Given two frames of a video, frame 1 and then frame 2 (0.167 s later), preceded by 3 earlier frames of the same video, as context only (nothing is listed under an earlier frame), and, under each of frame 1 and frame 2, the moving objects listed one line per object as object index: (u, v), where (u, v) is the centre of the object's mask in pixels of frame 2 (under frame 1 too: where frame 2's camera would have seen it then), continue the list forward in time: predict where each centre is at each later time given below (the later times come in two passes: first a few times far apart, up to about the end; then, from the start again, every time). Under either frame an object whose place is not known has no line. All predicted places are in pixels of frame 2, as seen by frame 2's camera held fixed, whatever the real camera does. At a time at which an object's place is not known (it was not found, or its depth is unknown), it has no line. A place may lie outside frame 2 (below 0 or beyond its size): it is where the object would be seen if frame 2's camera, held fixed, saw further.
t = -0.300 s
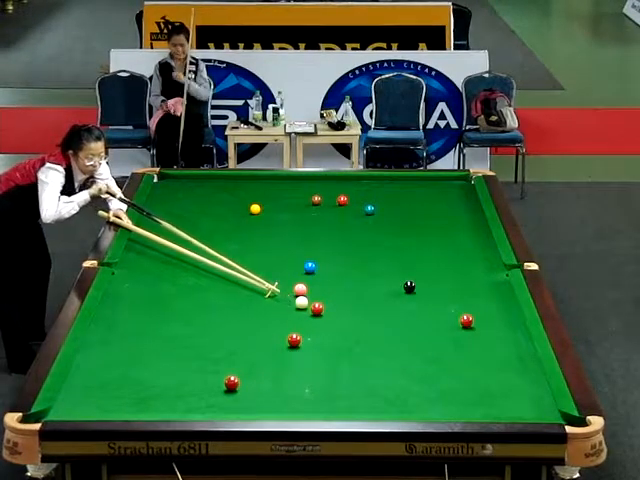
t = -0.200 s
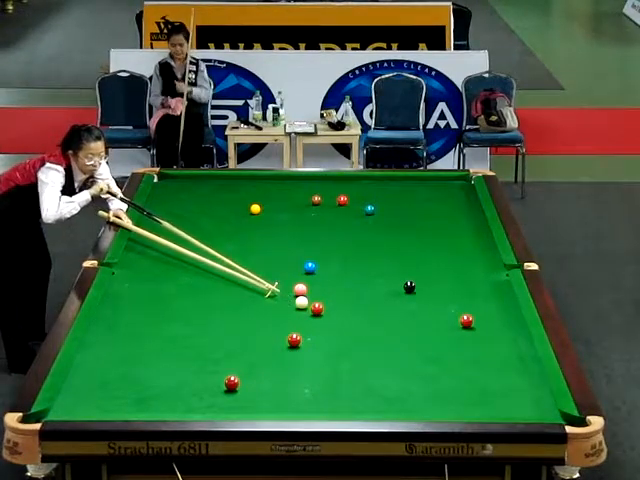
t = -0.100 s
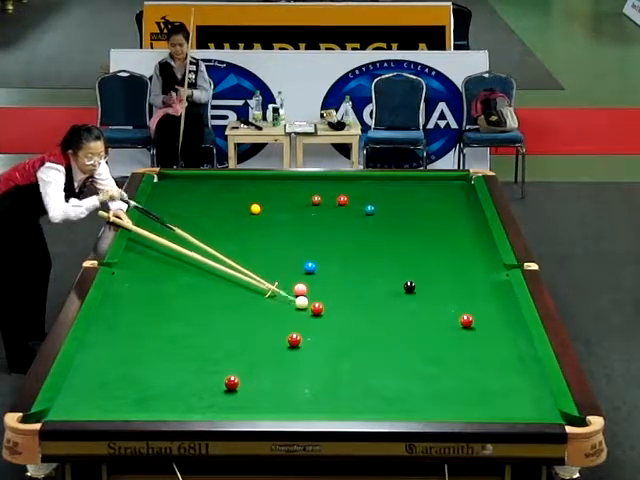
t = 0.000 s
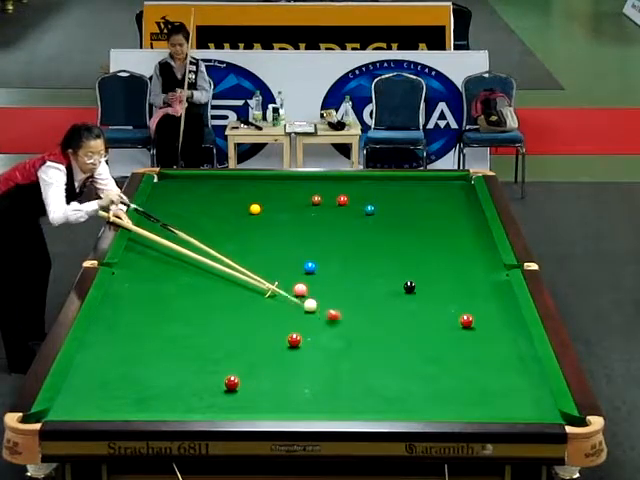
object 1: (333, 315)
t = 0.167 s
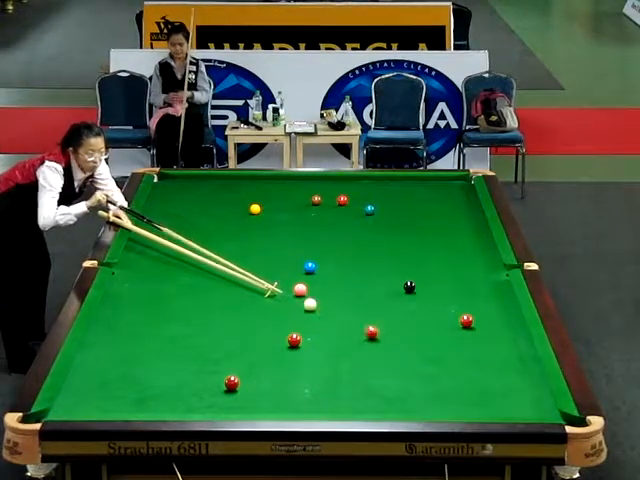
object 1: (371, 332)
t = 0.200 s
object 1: (379, 335)
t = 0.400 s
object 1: (424, 355)
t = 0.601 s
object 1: (472, 376)
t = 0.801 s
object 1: (524, 399)
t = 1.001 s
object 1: (553, 414)
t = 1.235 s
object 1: (538, 412)
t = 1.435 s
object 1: (525, 411)
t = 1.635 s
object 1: (514, 409)
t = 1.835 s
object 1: (504, 407)
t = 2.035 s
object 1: (494, 405)
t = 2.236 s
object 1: (485, 403)
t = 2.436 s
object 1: (478, 401)
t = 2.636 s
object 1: (471, 399)
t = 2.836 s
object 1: (465, 398)
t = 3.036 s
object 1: (460, 397)
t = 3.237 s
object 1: (456, 397)
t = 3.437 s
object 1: (453, 397)
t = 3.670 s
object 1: (451, 396)
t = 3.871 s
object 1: (450, 396)
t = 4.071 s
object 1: (450, 396)
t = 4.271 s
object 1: (450, 397)
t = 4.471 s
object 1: (450, 397)
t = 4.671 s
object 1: (450, 396)
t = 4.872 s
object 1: (450, 397)
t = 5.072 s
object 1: (450, 397)
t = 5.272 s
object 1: (450, 397)
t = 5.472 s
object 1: (450, 396)
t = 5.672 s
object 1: (450, 397)
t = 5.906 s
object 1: (450, 397)
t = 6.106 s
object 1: (450, 397)
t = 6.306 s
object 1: (450, 397)
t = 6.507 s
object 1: (450, 397)
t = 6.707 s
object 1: (450, 397)
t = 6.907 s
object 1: (450, 397)
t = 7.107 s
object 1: (450, 396)
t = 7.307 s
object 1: (450, 397)
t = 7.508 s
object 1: (450, 396)
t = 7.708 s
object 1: (450, 396)
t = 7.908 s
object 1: (450, 396)
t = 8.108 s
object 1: (450, 396)
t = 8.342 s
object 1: (450, 396)
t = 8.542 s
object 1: (450, 396)
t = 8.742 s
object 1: (450, 396)
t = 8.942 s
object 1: (450, 396)
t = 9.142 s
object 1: (450, 396)
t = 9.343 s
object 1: (450, 396)
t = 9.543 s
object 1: (450, 396)
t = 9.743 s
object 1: (450, 396)
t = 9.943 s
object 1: (450, 396)
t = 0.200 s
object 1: (379, 335)
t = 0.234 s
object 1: (386, 338)
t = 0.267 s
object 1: (394, 342)
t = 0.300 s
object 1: (401, 345)
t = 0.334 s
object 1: (409, 349)
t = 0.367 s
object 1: (417, 352)
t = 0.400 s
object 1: (424, 355)
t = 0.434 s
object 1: (432, 359)
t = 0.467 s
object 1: (440, 362)
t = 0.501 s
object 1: (448, 366)
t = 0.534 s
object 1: (456, 369)
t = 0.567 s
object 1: (464, 373)
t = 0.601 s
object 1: (472, 376)
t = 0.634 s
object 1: (480, 380)
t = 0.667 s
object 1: (489, 384)
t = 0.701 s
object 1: (498, 387)
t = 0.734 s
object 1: (506, 391)
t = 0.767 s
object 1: (515, 395)
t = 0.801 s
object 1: (524, 399)
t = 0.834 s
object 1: (532, 403)
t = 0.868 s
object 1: (541, 407)
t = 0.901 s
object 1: (550, 410)
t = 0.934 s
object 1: (551, 412)
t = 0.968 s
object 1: (550, 413)
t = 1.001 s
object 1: (553, 414)
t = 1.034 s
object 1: (556, 414)
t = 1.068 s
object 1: (554, 414)
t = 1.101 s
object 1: (552, 413)
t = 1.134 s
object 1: (548, 413)
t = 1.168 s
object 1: (544, 413)
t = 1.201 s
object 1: (541, 413)
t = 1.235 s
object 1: (538, 412)
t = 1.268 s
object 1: (536, 412)
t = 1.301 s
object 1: (534, 412)
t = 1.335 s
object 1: (532, 412)
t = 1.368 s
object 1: (530, 411)
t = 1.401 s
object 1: (528, 411)
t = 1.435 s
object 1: (525, 411)
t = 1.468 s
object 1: (524, 410)
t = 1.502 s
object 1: (522, 410)
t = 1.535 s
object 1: (519, 410)
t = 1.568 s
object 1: (518, 410)
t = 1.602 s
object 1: (516, 409)
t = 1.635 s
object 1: (514, 409)
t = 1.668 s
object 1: (512, 408)
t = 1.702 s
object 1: (510, 408)
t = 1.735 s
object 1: (509, 408)
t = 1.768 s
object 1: (507, 408)
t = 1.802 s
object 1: (505, 407)
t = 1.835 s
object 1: (504, 407)
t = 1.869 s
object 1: (502, 407)
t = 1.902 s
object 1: (500, 406)
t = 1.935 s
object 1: (499, 406)
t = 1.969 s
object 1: (497, 406)
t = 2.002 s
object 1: (495, 405)
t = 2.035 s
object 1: (494, 405)
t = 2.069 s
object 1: (492, 405)
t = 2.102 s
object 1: (491, 404)
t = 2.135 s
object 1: (490, 404)
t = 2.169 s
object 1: (488, 404)
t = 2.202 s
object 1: (487, 403)
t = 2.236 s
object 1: (485, 403)
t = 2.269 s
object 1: (484, 403)
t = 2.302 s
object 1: (483, 403)
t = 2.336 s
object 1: (482, 402)
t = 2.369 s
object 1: (480, 402)
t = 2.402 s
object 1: (479, 401)
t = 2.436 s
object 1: (478, 401)
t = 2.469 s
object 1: (476, 401)
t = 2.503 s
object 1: (476, 401)
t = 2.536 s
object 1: (474, 400)
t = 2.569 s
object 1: (473, 400)
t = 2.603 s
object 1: (472, 400)
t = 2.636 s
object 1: (471, 399)
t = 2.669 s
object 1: (470, 399)
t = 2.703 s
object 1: (469, 399)
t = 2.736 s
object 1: (468, 399)
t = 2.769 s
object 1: (467, 398)
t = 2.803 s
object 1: (466, 398)
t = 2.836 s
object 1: (465, 398)
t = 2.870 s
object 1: (464, 398)
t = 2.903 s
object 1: (463, 398)
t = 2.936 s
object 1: (462, 398)
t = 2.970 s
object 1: (462, 398)
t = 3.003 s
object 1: (461, 397)
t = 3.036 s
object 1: (460, 397)
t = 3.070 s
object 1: (459, 397)
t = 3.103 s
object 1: (459, 397)
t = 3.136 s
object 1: (458, 397)
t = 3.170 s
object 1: (457, 397)
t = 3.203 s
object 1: (457, 397)
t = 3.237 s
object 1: (456, 397)
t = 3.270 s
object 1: (456, 397)
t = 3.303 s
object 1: (455, 397)
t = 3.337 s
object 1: (455, 397)
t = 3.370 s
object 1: (454, 397)
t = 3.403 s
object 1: (454, 397)
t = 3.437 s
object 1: (453, 397)
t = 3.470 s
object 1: (453, 397)
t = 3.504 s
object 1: (452, 397)
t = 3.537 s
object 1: (452, 397)
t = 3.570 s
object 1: (452, 397)
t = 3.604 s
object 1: (452, 397)
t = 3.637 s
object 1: (452, 397)
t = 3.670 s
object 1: (451, 396)
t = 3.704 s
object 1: (451, 397)
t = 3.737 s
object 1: (450, 396)
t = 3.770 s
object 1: (450, 396)
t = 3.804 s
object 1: (450, 396)
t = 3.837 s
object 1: (450, 396)
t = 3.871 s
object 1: (450, 396)
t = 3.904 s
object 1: (450, 396)
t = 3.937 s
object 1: (450, 396)
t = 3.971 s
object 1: (450, 396)
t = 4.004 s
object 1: (450, 396)
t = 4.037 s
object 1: (450, 396)
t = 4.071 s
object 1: (450, 396)
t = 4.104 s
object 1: (450, 396)
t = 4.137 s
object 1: (450, 396)
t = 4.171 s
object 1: (450, 396)
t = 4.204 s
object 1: (450, 396)
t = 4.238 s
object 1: (450, 396)
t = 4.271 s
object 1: (450, 397)
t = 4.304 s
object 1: (450, 397)
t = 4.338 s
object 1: (450, 397)
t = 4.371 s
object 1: (450, 397)
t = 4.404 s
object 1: (450, 397)
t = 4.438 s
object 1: (450, 397)
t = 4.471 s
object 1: (450, 397)
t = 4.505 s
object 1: (450, 397)
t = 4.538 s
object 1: (450, 397)
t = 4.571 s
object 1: (450, 397)
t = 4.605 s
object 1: (450, 396)
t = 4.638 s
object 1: (450, 396)
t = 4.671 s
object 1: (450, 396)
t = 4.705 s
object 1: (450, 397)
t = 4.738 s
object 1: (450, 397)
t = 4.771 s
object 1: (450, 397)
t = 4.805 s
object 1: (450, 397)
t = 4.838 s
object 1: (450, 397)
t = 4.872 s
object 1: (450, 397)
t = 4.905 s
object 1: (450, 397)
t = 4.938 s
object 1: (450, 397)
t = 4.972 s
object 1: (450, 397)
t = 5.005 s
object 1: (450, 397)
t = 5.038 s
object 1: (450, 397)
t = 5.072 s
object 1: (450, 397)
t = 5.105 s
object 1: (450, 397)
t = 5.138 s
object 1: (450, 397)
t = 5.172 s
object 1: (450, 397)
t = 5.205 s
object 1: (450, 397)
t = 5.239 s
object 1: (450, 397)
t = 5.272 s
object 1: (450, 397)
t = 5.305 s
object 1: (450, 397)
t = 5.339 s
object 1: (450, 396)
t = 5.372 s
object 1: (450, 397)
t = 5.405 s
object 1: (450, 396)
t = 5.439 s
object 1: (450, 396)
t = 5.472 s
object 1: (450, 396)
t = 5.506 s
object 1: (450, 396)
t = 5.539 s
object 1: (450, 397)
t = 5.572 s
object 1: (450, 397)
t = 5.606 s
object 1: (450, 397)
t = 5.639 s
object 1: (450, 397)
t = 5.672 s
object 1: (450, 397)
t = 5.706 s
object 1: (450, 397)
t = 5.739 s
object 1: (450, 397)
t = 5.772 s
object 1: (450, 397)
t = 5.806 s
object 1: (450, 397)
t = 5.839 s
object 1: (450, 397)
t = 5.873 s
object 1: (450, 397)
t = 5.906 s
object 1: (450, 397)
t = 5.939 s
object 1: (450, 397)
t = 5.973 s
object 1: (450, 397)
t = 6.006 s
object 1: (450, 397)
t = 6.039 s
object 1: (450, 397)
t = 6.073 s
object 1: (450, 397)
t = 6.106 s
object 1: (450, 397)
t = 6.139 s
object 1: (450, 397)
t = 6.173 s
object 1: (450, 397)
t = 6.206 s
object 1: (450, 397)
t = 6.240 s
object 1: (450, 397)
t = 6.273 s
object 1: (450, 397)
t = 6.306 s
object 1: (450, 397)
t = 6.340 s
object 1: (450, 396)
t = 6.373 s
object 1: (450, 397)
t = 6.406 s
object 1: (450, 397)
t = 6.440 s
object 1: (450, 397)
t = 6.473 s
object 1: (450, 397)
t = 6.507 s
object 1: (450, 397)
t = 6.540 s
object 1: (450, 397)
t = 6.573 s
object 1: (450, 397)
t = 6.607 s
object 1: (450, 397)
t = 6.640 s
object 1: (450, 397)
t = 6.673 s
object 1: (450, 397)
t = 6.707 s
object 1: (450, 397)
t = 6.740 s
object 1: (450, 397)
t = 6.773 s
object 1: (450, 397)
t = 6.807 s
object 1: (450, 397)
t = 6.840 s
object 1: (450, 397)
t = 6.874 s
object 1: (450, 397)
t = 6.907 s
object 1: (450, 397)
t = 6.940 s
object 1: (450, 397)
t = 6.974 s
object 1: (450, 396)
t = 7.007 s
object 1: (450, 397)
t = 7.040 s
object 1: (450, 397)
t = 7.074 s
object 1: (450, 397)
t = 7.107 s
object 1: (450, 396)
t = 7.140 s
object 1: (450, 396)
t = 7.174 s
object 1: (450, 397)
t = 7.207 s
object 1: (450, 396)
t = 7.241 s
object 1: (450, 396)
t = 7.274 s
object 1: (450, 397)
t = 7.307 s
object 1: (450, 397)
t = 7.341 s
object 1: (450, 397)
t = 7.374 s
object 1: (450, 397)
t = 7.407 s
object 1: (450, 397)
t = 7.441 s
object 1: (450, 397)
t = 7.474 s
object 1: (450, 397)
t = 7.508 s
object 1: (450, 396)
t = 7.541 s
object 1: (450, 396)
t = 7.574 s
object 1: (450, 396)
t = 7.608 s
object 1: (450, 396)
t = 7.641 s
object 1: (450, 396)
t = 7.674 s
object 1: (450, 396)
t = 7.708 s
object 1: (450, 396)
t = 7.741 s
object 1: (450, 396)
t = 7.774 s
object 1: (450, 396)
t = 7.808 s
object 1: (450, 396)
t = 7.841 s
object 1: (450, 396)
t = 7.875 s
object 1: (450, 396)
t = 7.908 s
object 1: (450, 396)
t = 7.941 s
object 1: (450, 396)
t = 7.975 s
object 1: (450, 396)
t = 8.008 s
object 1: (450, 396)
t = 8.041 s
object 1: (450, 396)
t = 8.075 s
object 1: (450, 396)
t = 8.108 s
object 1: (450, 396)
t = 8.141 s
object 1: (450, 396)
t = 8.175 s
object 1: (450, 396)
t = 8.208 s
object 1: (450, 396)
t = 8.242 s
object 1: (450, 396)
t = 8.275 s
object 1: (450, 396)
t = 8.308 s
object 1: (450, 396)
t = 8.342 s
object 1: (450, 396)
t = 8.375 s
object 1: (450, 396)
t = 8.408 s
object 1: (450, 396)
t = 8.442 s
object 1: (450, 396)
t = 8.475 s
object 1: (450, 396)
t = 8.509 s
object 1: (450, 396)
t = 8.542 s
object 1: (450, 396)
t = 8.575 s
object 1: (450, 396)
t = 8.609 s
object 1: (450, 396)
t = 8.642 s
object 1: (450, 396)
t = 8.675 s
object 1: (450, 396)
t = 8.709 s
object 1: (450, 396)
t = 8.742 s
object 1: (450, 396)
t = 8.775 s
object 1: (450, 396)
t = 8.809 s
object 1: (450, 396)
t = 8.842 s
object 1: (450, 396)
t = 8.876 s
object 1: (450, 396)
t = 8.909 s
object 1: (450, 396)
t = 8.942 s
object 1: (450, 396)
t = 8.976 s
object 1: (450, 396)
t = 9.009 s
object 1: (450, 396)
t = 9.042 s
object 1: (450, 396)
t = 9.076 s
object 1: (450, 396)
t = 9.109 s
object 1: (450, 396)
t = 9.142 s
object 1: (450, 396)
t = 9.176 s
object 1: (450, 396)
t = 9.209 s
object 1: (450, 396)
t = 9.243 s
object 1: (450, 396)
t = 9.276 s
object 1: (450, 396)
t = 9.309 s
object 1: (450, 396)
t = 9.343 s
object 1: (450, 396)
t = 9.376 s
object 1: (450, 396)
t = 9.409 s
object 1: (450, 396)
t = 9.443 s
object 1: (450, 396)
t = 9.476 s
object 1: (450, 396)
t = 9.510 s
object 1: (450, 396)
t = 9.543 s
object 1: (450, 396)
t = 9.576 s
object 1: (450, 396)
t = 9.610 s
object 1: (450, 396)
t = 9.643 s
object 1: (450, 396)
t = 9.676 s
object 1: (450, 396)
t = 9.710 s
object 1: (450, 396)
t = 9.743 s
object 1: (450, 396)
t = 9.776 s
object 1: (450, 396)
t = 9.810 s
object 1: (450, 396)
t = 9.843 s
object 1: (450, 396)
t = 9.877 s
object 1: (450, 396)
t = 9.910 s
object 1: (450, 396)
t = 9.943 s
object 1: (450, 396)
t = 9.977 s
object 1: (450, 396)
